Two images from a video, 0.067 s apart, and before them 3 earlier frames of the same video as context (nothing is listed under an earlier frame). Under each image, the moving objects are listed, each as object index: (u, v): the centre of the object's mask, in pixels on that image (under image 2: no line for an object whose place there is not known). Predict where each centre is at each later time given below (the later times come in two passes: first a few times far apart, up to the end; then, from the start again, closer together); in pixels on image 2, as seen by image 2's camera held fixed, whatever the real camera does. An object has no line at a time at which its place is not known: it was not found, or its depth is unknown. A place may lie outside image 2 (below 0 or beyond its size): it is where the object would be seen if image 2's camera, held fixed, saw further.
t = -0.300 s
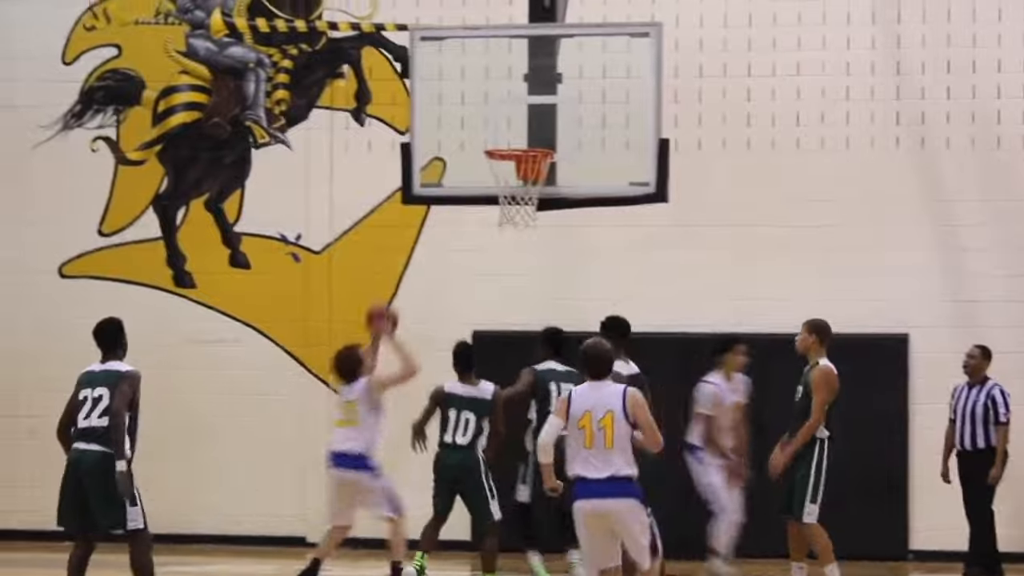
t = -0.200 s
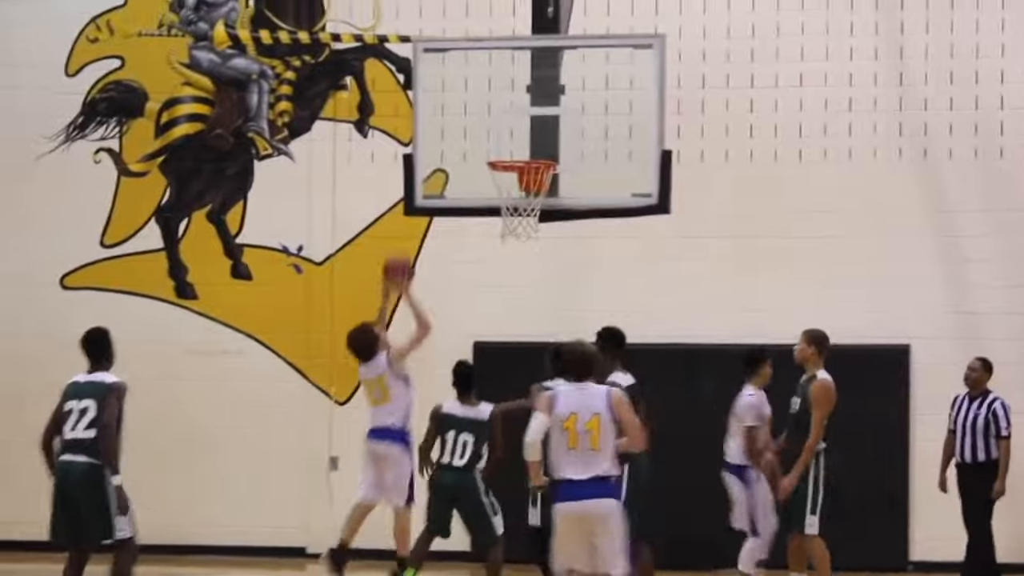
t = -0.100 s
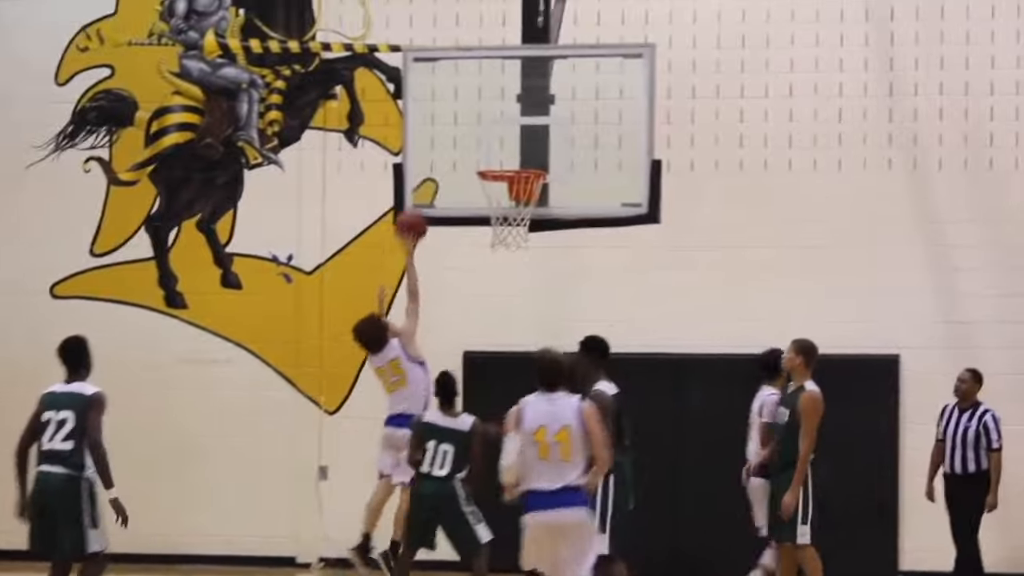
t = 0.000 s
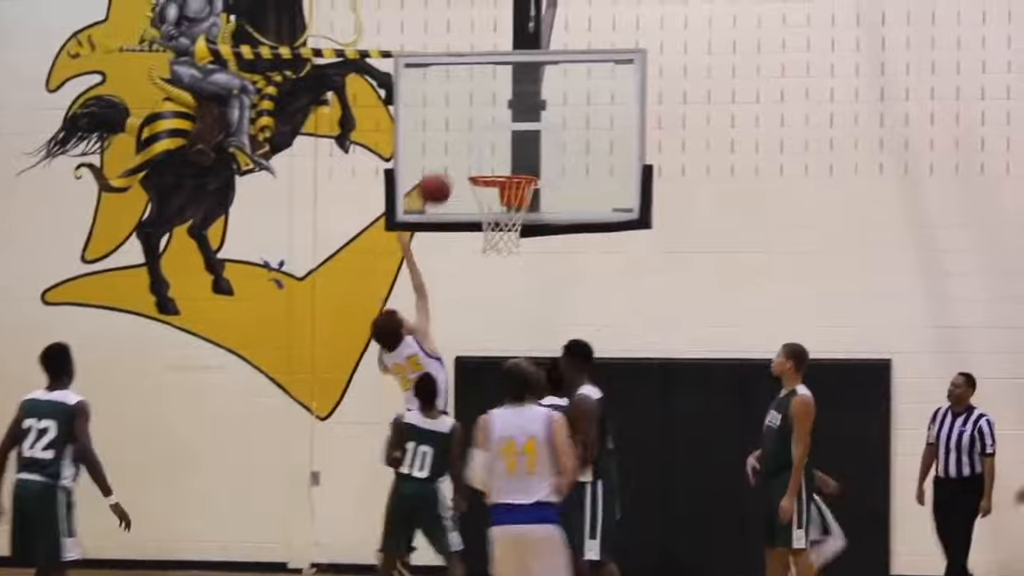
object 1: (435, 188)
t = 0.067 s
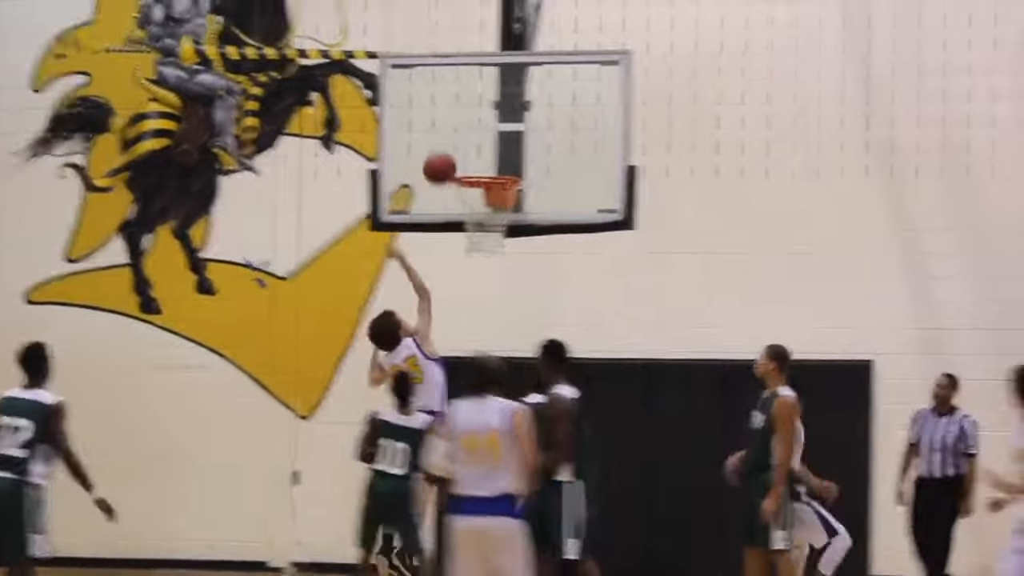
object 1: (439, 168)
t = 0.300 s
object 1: (470, 162)
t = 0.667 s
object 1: (491, 245)
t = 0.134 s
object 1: (451, 158)
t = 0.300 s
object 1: (470, 162)
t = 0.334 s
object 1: (474, 164)
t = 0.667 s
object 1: (491, 245)
